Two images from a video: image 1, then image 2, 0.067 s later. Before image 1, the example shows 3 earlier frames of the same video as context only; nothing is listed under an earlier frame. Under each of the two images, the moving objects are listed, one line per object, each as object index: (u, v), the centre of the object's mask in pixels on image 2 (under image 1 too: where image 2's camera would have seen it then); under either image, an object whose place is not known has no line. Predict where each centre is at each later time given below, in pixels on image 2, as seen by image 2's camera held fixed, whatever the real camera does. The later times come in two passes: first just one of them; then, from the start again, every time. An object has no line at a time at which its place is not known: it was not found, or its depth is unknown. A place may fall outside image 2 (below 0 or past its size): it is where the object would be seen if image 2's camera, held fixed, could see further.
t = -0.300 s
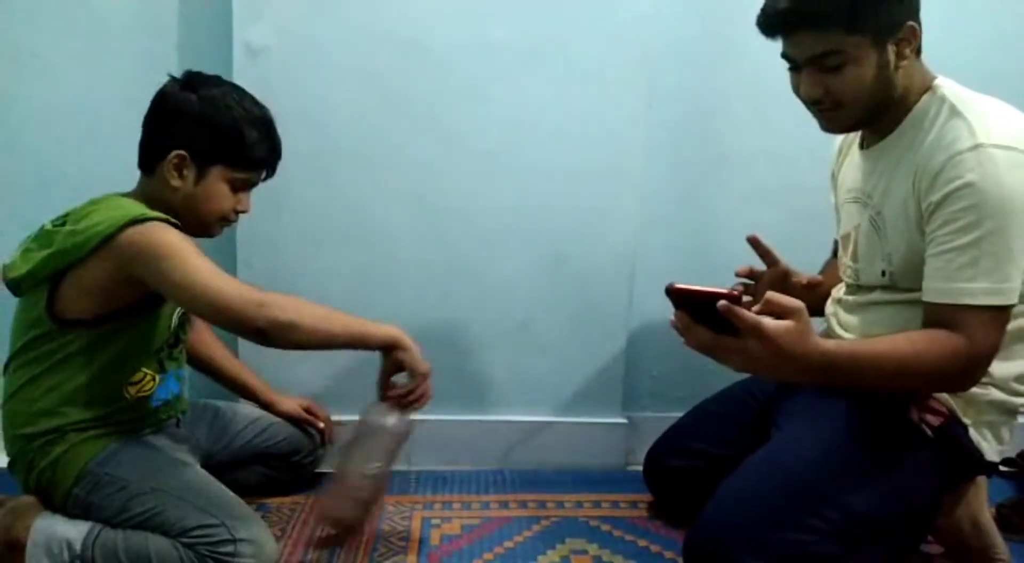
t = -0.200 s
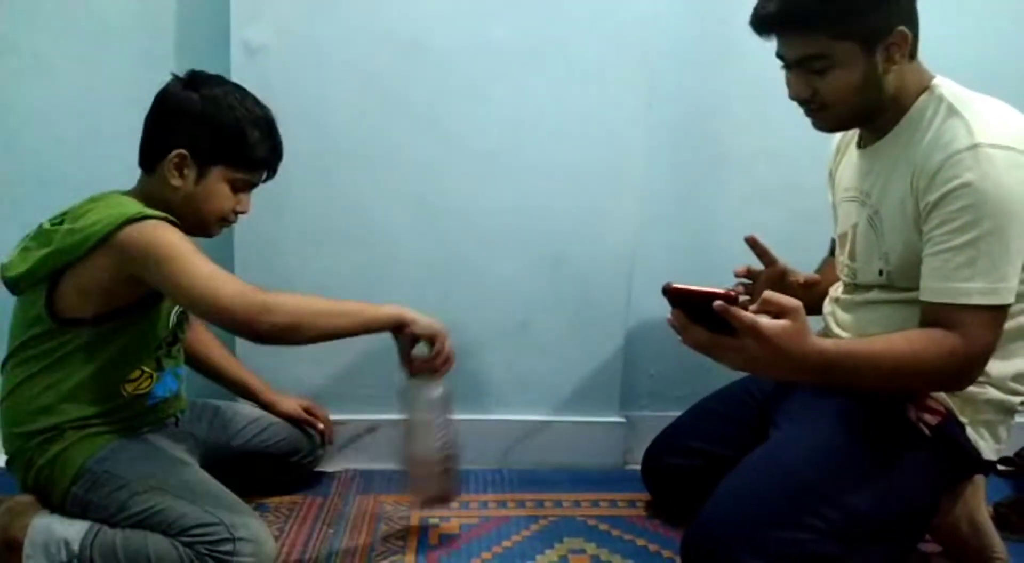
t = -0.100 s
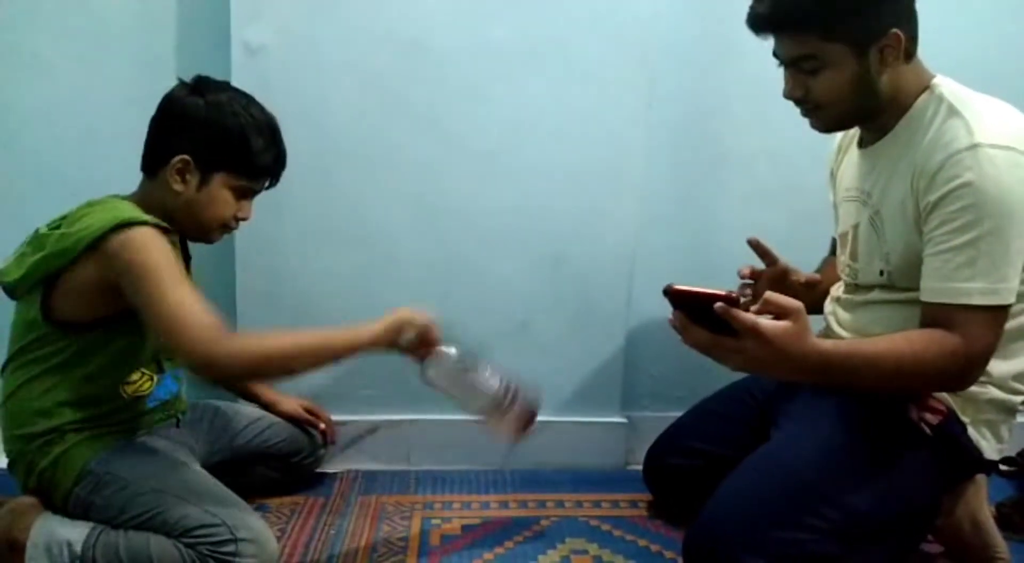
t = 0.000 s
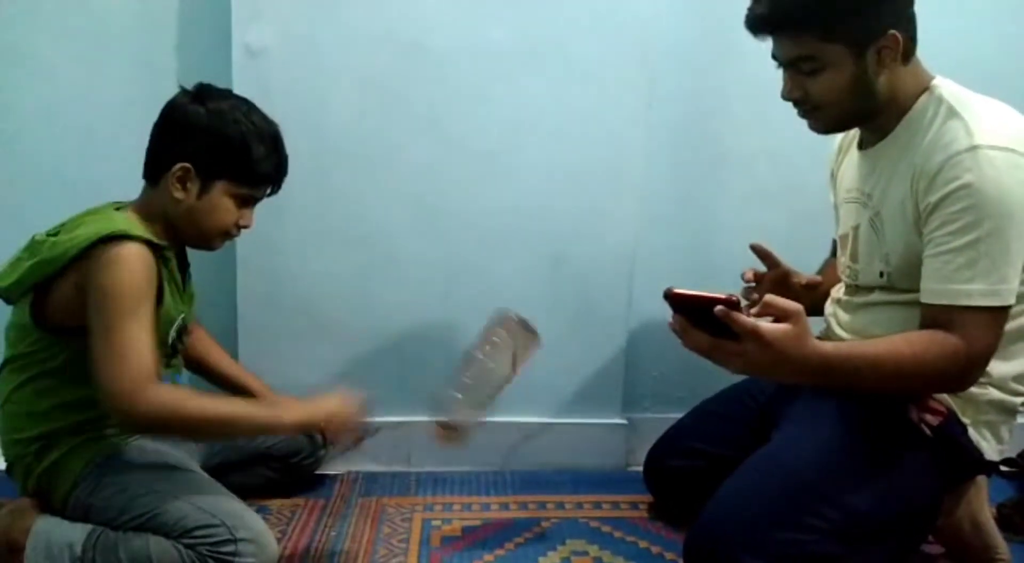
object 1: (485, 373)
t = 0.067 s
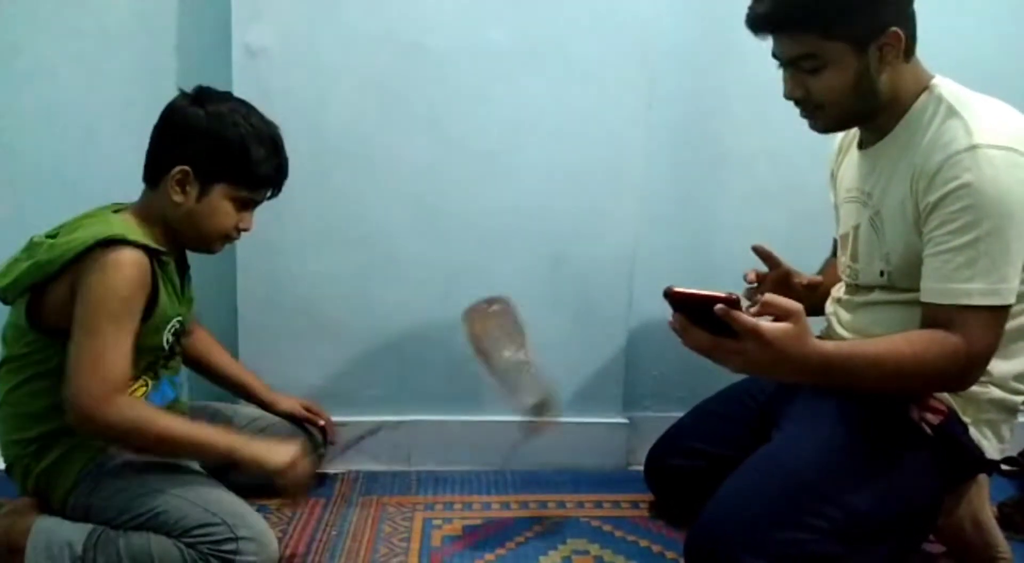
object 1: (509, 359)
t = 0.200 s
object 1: (501, 368)
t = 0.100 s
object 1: (513, 350)
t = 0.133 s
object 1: (515, 348)
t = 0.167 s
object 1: (510, 354)
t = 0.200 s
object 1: (501, 368)
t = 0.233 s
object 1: (487, 397)
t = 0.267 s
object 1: (475, 437)
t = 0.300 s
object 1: (465, 466)
